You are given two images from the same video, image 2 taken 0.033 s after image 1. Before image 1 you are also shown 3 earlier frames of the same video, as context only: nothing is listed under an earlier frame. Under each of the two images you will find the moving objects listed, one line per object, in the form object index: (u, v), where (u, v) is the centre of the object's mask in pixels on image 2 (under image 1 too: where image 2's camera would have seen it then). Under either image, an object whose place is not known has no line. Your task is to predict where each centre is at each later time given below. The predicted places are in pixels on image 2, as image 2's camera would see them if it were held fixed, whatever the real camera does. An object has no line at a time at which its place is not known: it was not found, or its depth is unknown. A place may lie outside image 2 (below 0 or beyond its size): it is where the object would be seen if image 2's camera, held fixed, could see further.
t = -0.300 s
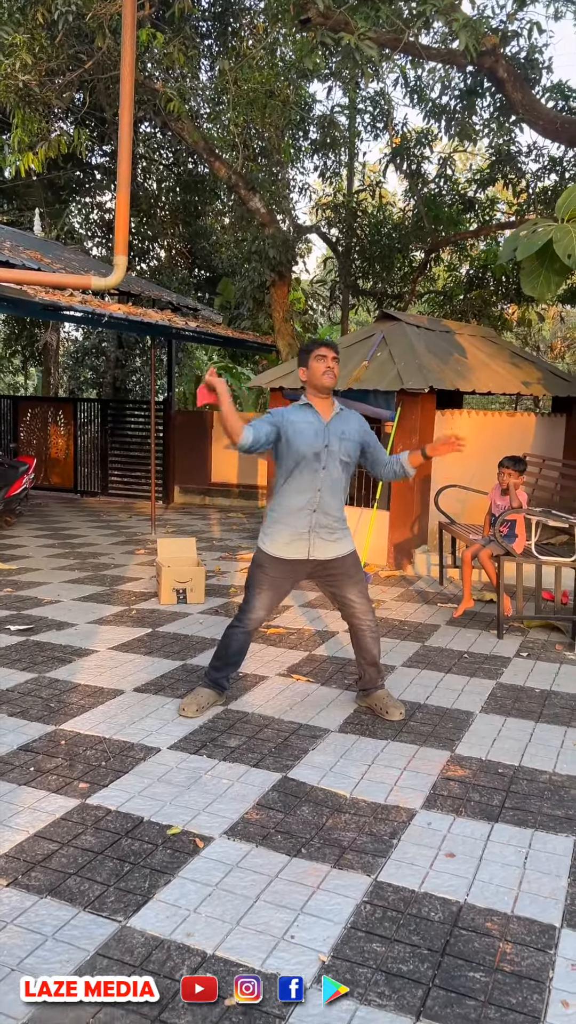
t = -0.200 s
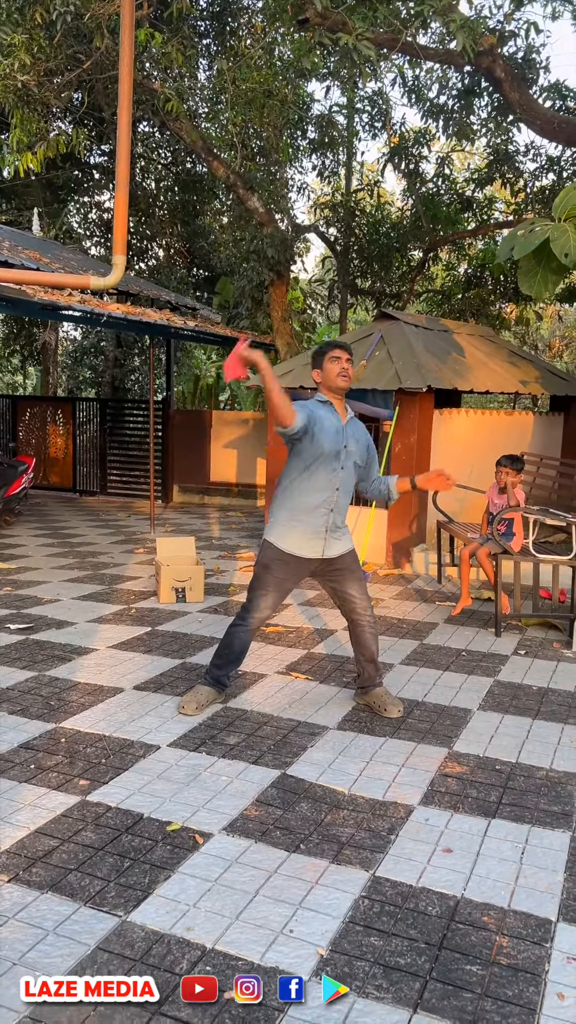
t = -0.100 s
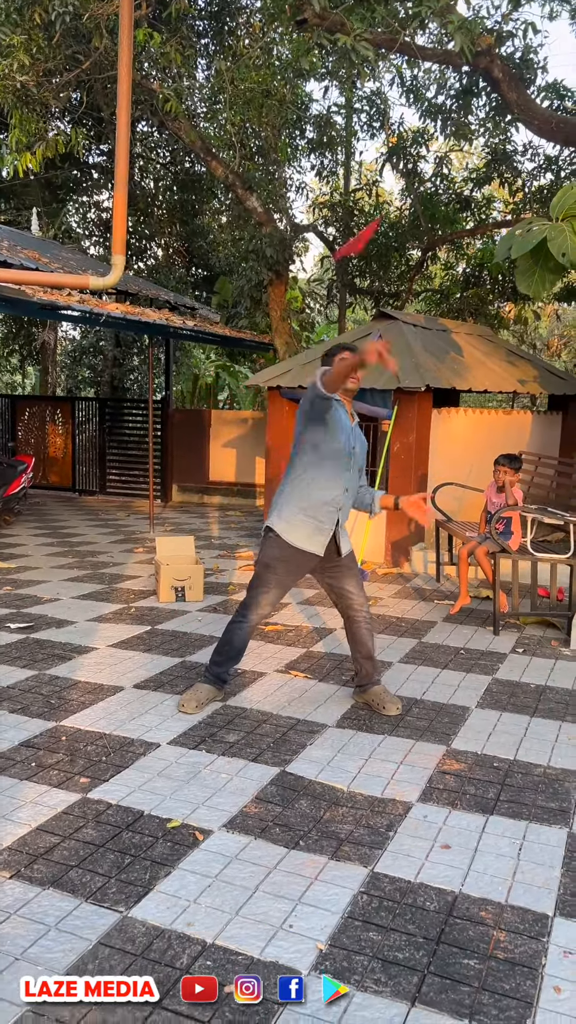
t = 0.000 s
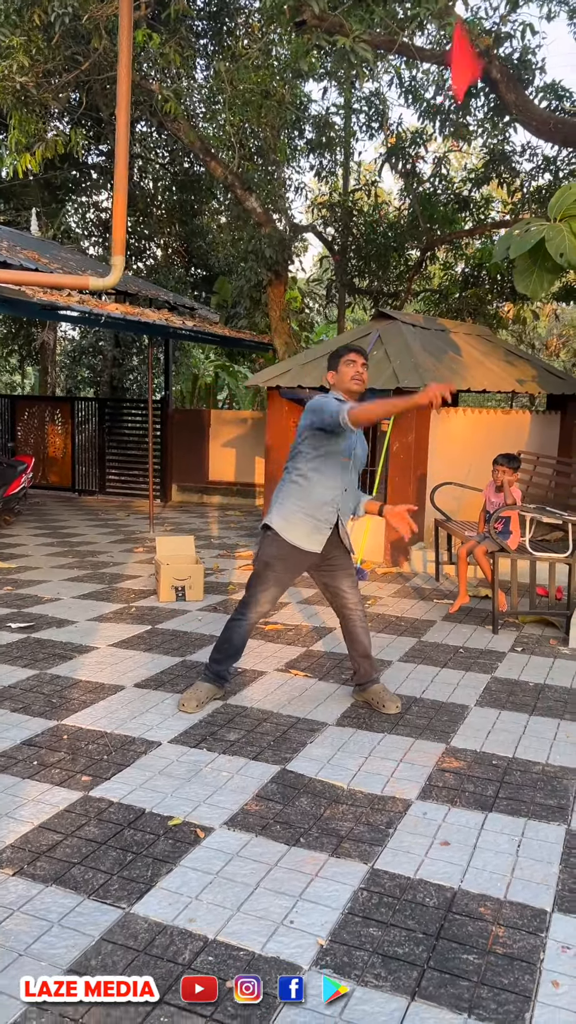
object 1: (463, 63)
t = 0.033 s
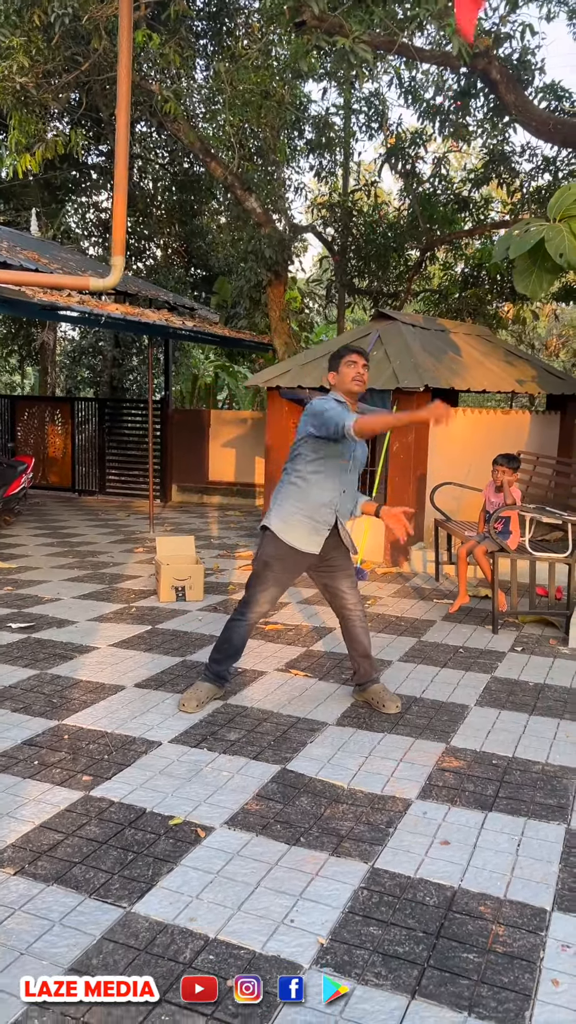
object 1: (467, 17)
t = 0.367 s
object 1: (83, -1)
